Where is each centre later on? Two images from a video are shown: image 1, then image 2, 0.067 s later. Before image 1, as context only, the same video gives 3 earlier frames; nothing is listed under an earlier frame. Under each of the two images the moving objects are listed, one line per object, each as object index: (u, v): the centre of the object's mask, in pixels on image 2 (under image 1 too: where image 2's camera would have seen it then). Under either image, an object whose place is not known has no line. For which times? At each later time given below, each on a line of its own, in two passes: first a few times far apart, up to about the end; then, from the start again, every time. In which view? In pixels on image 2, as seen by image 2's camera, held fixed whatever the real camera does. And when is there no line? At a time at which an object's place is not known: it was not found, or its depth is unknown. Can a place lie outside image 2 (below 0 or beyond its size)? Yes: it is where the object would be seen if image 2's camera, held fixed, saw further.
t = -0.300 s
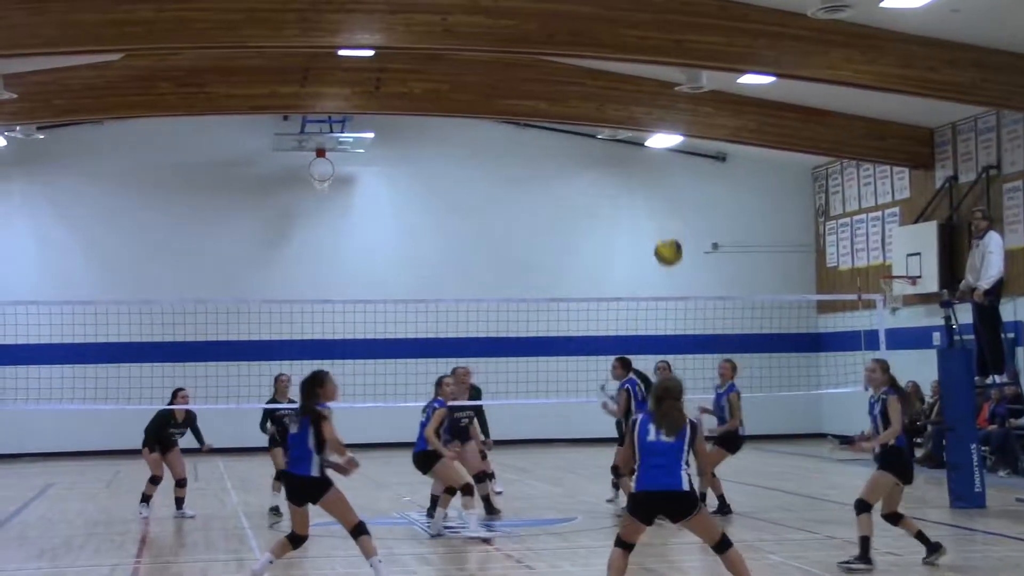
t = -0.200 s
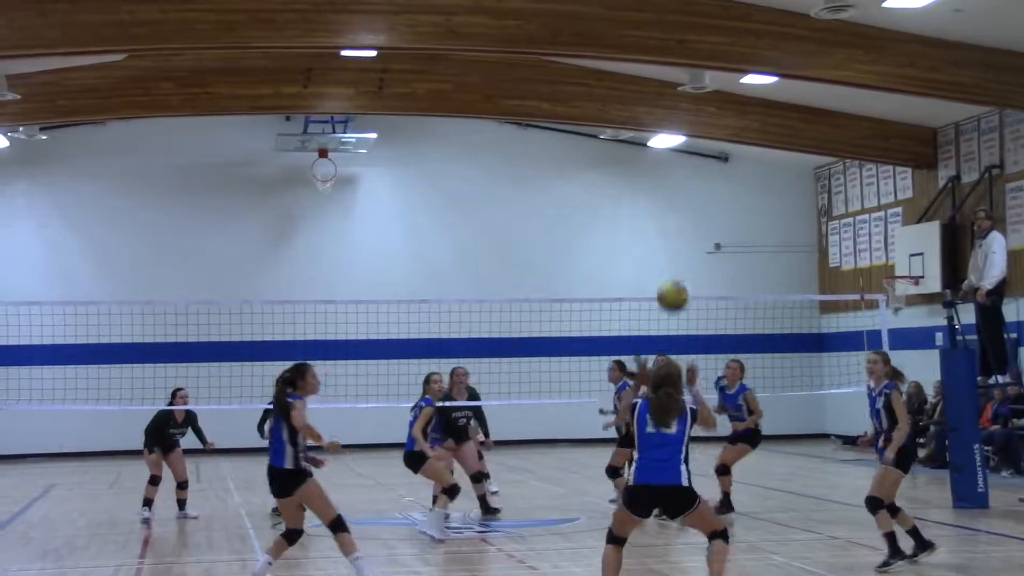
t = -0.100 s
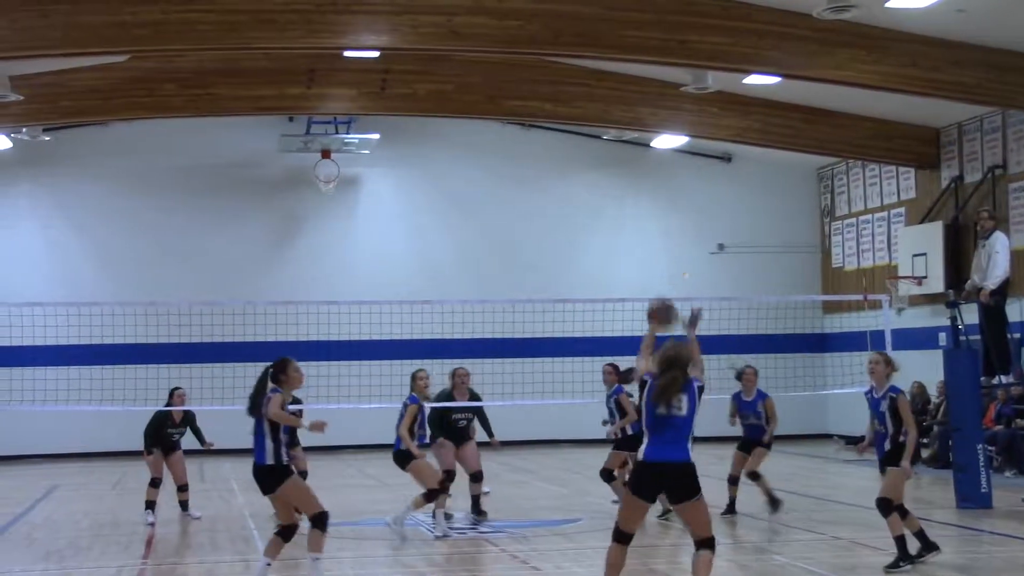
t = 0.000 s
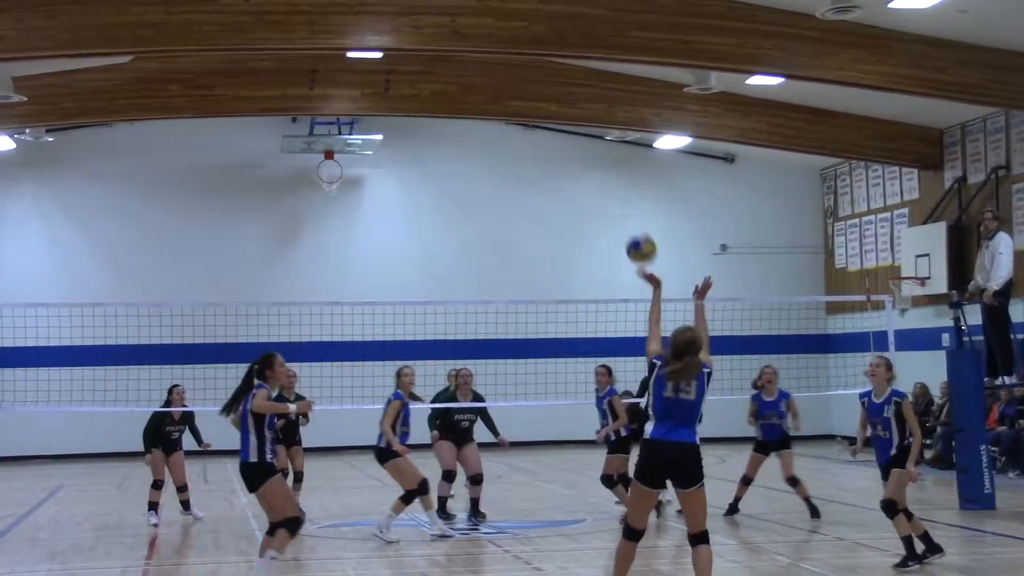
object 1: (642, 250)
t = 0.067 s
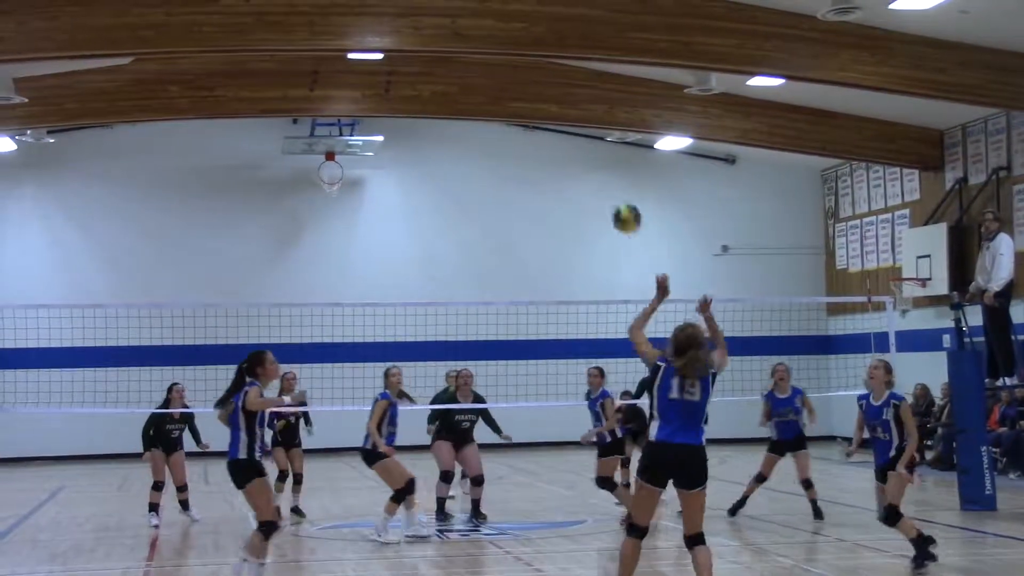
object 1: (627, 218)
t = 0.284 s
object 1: (581, 166)
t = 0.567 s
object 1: (531, 193)
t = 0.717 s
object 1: (508, 239)
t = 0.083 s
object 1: (623, 212)
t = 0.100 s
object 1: (619, 205)
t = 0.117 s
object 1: (616, 200)
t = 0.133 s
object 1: (612, 195)
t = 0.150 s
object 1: (608, 190)
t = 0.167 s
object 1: (604, 184)
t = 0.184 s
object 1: (601, 181)
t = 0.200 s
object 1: (598, 178)
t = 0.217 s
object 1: (594, 175)
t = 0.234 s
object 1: (591, 172)
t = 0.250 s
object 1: (588, 170)
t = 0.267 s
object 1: (584, 168)
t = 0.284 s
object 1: (581, 166)
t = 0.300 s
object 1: (578, 165)
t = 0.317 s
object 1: (575, 165)
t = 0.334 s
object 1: (572, 165)
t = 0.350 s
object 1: (569, 164)
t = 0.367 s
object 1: (566, 165)
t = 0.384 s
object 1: (562, 166)
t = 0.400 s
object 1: (559, 166)
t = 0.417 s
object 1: (556, 167)
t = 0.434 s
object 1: (553, 169)
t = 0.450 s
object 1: (551, 171)
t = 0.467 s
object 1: (547, 173)
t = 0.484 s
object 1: (545, 175)
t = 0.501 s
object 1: (542, 179)
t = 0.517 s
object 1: (539, 182)
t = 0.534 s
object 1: (537, 185)
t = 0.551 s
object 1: (534, 188)
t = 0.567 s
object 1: (531, 193)
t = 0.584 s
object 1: (529, 196)
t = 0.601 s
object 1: (526, 201)
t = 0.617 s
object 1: (523, 206)
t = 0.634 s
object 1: (520, 211)
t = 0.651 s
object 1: (518, 216)
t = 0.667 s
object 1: (515, 222)
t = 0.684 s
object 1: (513, 228)
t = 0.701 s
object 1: (510, 234)
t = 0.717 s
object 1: (508, 239)
